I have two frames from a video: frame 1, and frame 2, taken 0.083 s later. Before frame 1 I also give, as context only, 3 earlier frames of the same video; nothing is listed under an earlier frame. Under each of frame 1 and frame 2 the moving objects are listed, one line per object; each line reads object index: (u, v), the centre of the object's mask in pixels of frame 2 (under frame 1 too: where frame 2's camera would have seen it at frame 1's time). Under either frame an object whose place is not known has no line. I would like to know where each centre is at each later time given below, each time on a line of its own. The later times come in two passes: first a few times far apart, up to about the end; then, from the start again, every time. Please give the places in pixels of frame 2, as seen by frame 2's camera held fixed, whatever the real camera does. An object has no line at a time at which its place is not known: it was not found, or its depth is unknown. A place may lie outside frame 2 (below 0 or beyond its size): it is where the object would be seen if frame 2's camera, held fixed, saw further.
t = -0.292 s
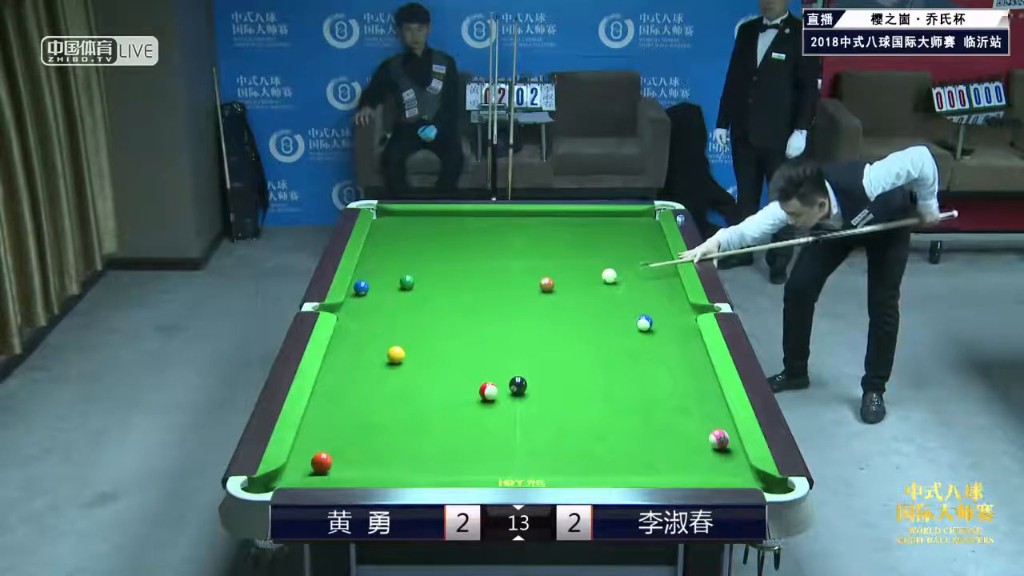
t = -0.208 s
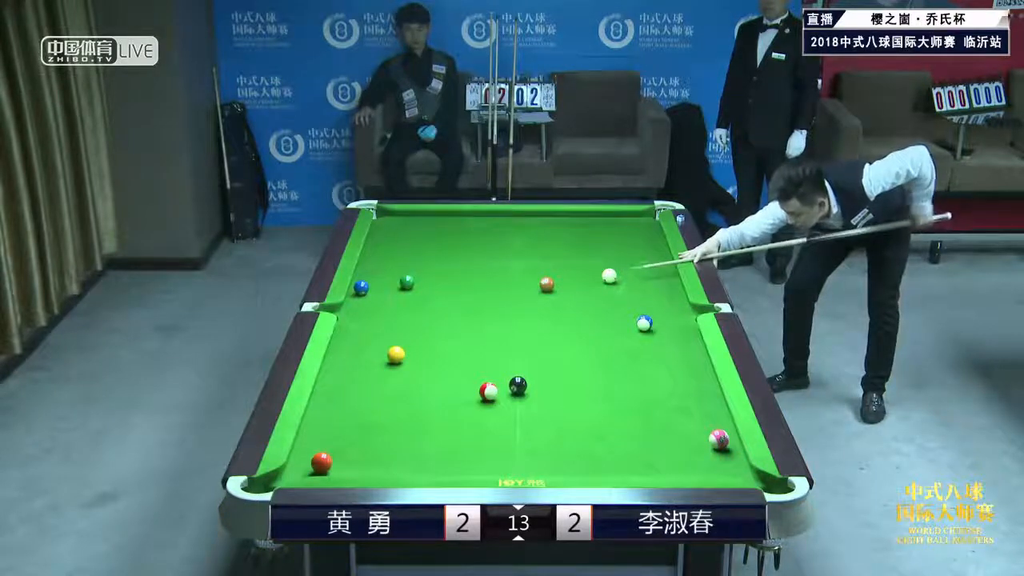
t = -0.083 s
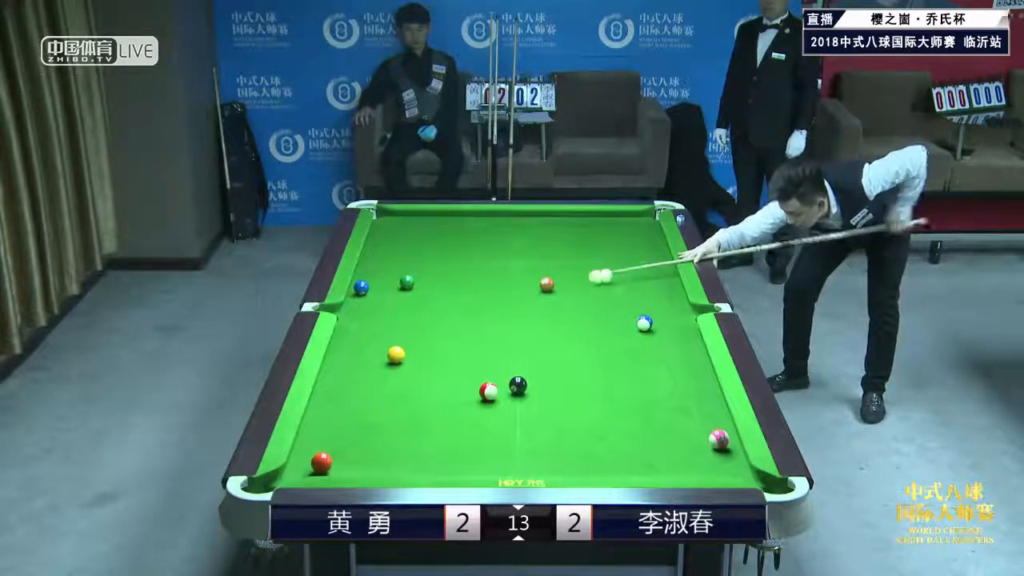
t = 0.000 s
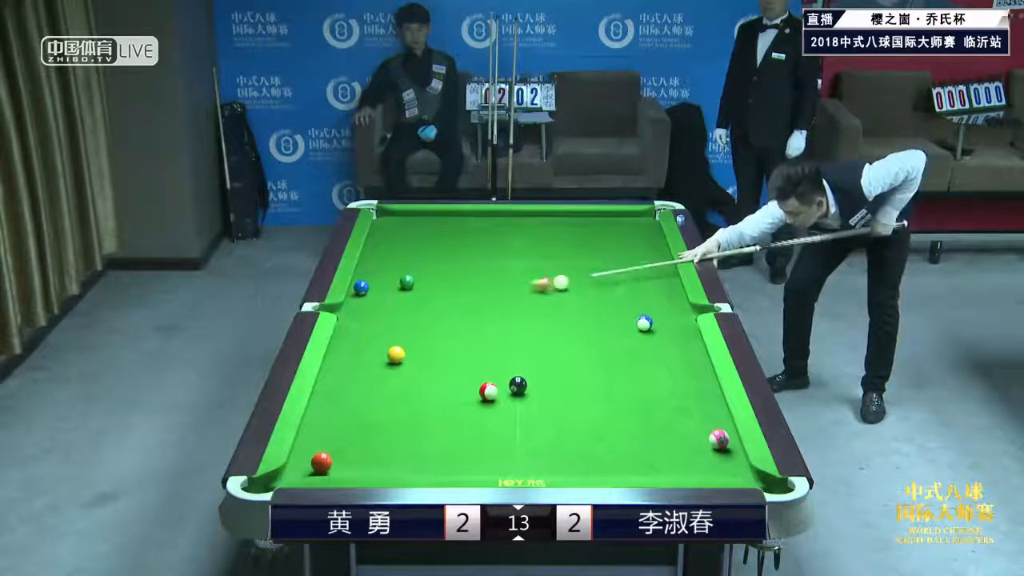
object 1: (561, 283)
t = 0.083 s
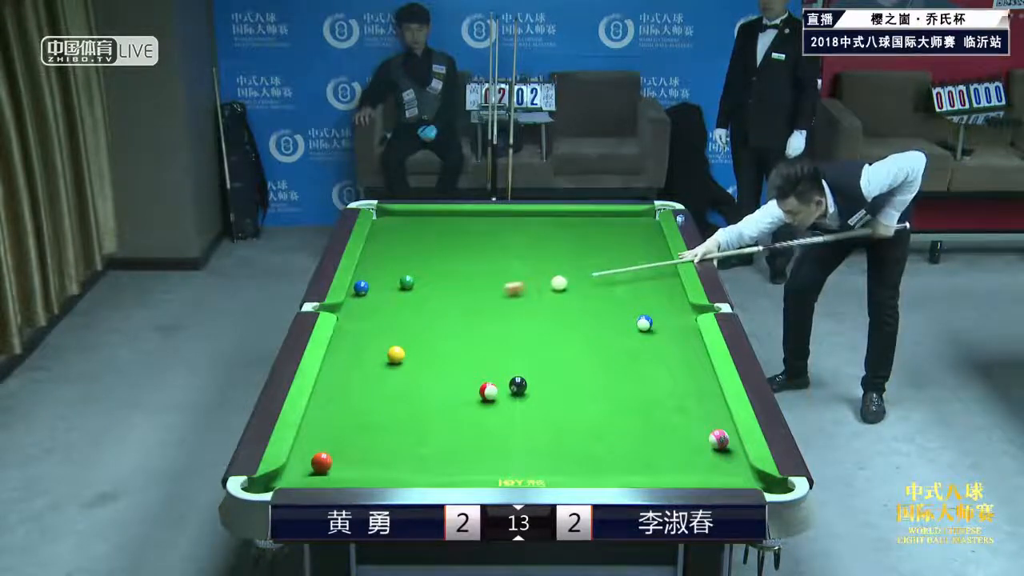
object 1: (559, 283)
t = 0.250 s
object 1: (547, 286)
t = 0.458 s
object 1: (531, 289)
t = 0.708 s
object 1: (512, 293)
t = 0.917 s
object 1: (497, 295)
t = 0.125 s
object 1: (557, 284)
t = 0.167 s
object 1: (554, 284)
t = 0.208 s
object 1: (551, 285)
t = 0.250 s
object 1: (547, 286)
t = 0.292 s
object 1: (544, 287)
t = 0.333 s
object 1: (540, 287)
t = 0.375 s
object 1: (537, 288)
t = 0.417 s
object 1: (534, 288)
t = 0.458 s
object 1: (531, 289)
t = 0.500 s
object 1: (527, 290)
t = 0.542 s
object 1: (524, 290)
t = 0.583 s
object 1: (521, 291)
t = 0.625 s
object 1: (518, 292)
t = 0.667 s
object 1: (515, 292)
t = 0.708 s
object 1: (512, 293)
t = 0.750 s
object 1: (509, 293)
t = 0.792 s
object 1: (506, 294)
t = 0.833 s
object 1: (503, 294)
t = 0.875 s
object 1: (500, 295)
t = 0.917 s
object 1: (497, 295)
